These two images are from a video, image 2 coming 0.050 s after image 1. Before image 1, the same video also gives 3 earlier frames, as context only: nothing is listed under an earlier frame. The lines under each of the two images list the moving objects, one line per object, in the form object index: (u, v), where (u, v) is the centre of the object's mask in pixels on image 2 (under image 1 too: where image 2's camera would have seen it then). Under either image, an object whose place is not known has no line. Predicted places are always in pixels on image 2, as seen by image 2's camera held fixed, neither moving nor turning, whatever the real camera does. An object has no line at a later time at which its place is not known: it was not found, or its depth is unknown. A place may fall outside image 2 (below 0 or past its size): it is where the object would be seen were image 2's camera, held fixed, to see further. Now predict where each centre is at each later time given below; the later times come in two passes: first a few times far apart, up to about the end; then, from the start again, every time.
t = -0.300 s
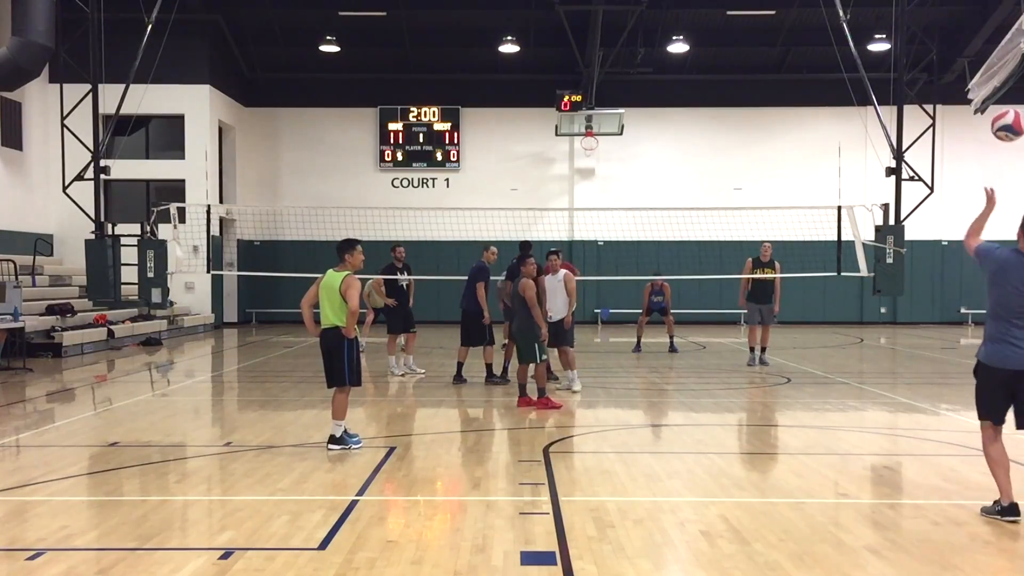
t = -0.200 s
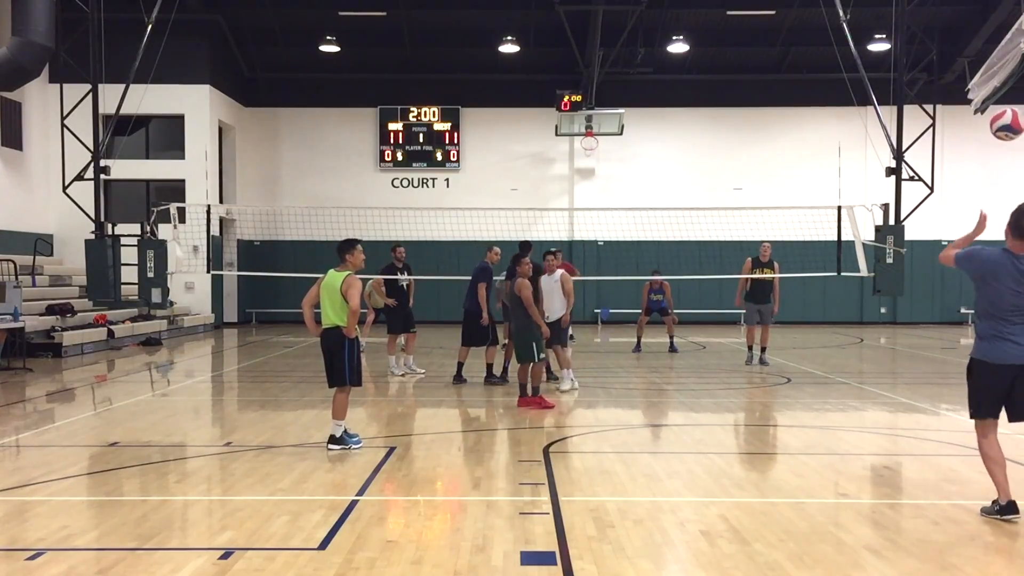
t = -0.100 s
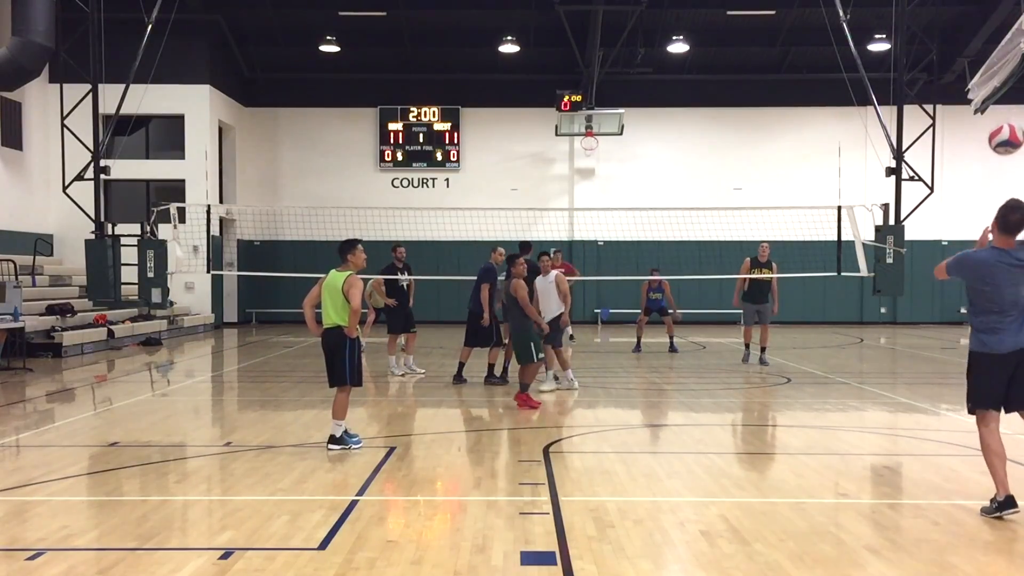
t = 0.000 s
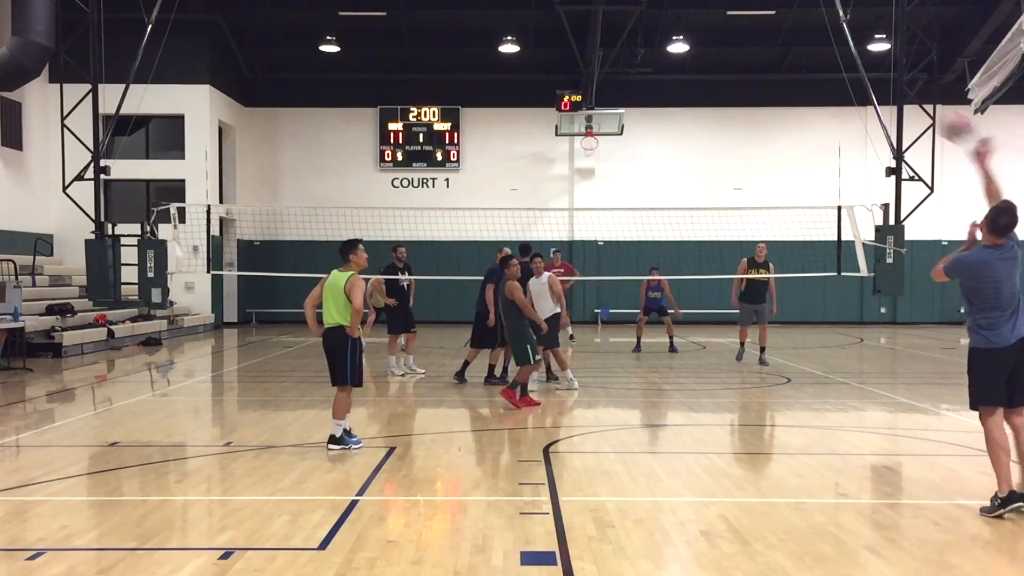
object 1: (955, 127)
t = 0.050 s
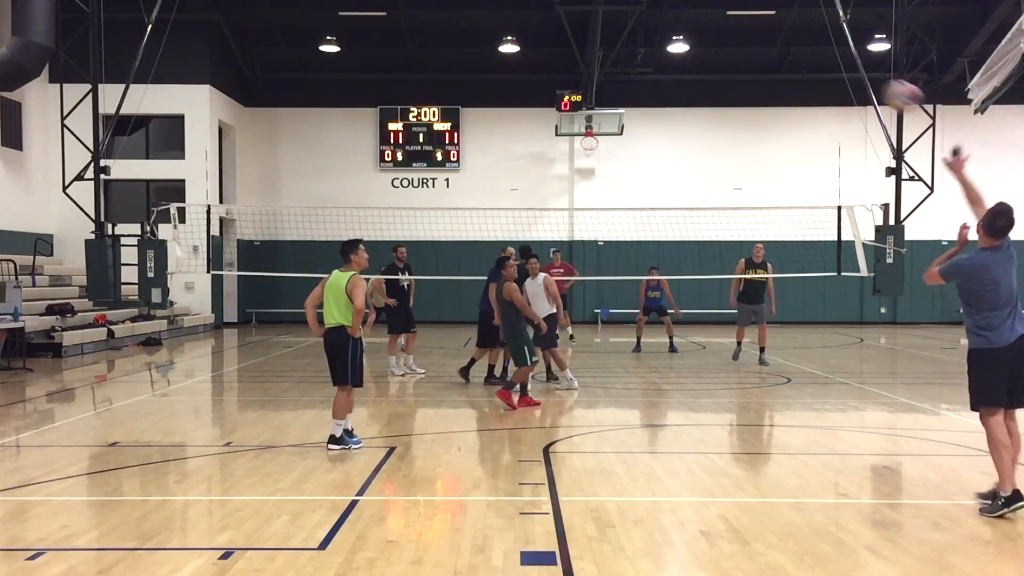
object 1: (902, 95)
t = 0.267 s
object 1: (734, 35)
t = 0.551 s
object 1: (605, 57)
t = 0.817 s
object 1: (530, 129)
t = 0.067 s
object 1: (888, 88)
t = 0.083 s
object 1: (870, 80)
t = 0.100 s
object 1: (855, 74)
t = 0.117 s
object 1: (842, 67)
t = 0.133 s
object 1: (827, 62)
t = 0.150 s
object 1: (814, 57)
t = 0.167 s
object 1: (801, 52)
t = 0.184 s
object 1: (789, 48)
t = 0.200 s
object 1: (777, 44)
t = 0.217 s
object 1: (766, 42)
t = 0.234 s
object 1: (755, 39)
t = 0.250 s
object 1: (744, 37)
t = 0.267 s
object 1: (734, 35)
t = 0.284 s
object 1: (724, 34)
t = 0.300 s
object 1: (715, 33)
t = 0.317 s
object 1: (706, 33)
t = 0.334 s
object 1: (698, 33)
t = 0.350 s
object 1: (689, 33)
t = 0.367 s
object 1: (681, 33)
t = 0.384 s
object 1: (673, 34)
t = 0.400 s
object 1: (665, 35)
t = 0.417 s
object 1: (658, 37)
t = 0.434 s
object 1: (650, 39)
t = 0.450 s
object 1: (644, 41)
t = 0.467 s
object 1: (636, 43)
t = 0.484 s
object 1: (630, 46)
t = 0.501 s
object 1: (623, 48)
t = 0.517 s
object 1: (617, 51)
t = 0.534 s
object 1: (611, 54)
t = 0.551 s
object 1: (605, 57)
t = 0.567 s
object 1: (599, 61)
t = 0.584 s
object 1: (593, 64)
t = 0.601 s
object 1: (588, 68)
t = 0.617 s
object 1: (583, 72)
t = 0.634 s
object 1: (577, 76)
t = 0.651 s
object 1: (572, 80)
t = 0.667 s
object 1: (568, 84)
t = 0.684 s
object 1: (563, 88)
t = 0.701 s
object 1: (558, 92)
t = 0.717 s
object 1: (554, 97)
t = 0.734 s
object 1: (550, 102)
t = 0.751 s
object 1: (546, 107)
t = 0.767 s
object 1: (542, 112)
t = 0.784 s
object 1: (537, 119)
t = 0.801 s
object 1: (534, 124)
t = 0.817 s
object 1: (530, 129)
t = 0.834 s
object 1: (526, 134)
